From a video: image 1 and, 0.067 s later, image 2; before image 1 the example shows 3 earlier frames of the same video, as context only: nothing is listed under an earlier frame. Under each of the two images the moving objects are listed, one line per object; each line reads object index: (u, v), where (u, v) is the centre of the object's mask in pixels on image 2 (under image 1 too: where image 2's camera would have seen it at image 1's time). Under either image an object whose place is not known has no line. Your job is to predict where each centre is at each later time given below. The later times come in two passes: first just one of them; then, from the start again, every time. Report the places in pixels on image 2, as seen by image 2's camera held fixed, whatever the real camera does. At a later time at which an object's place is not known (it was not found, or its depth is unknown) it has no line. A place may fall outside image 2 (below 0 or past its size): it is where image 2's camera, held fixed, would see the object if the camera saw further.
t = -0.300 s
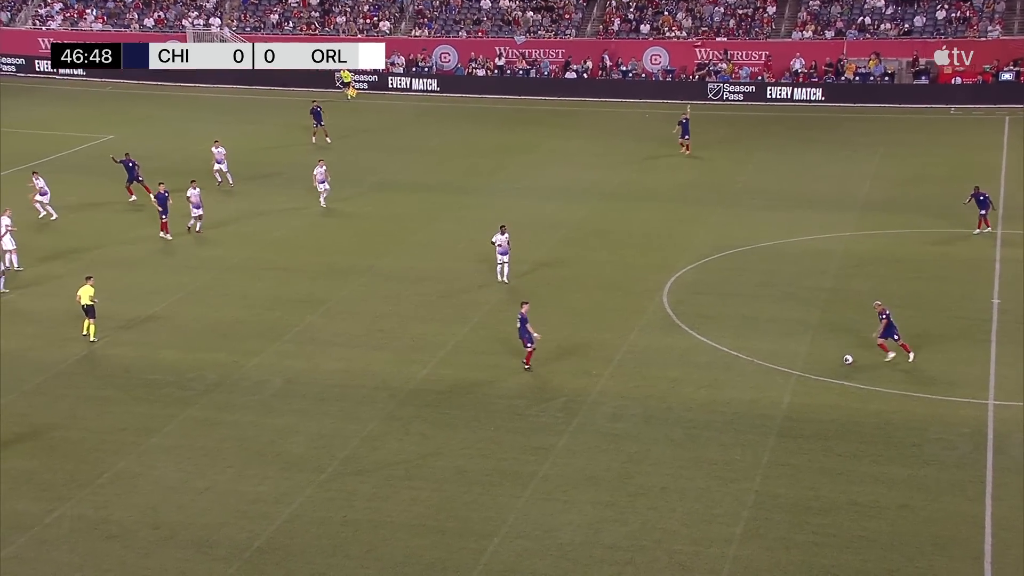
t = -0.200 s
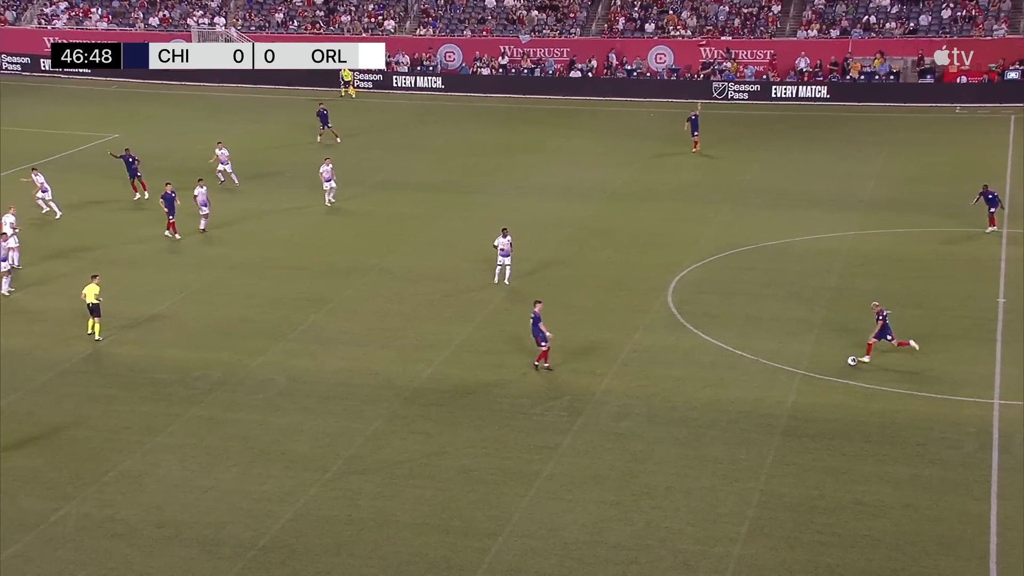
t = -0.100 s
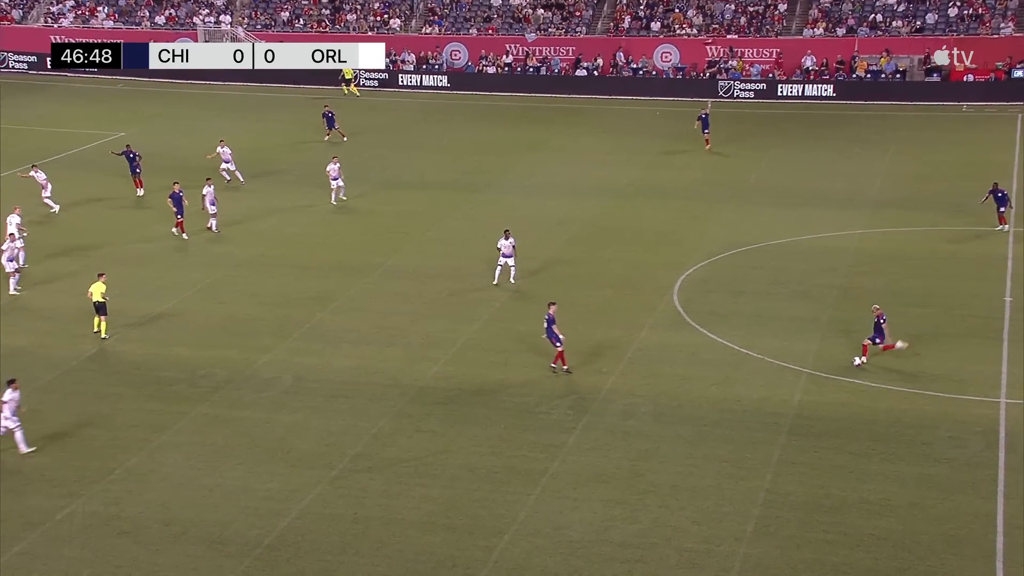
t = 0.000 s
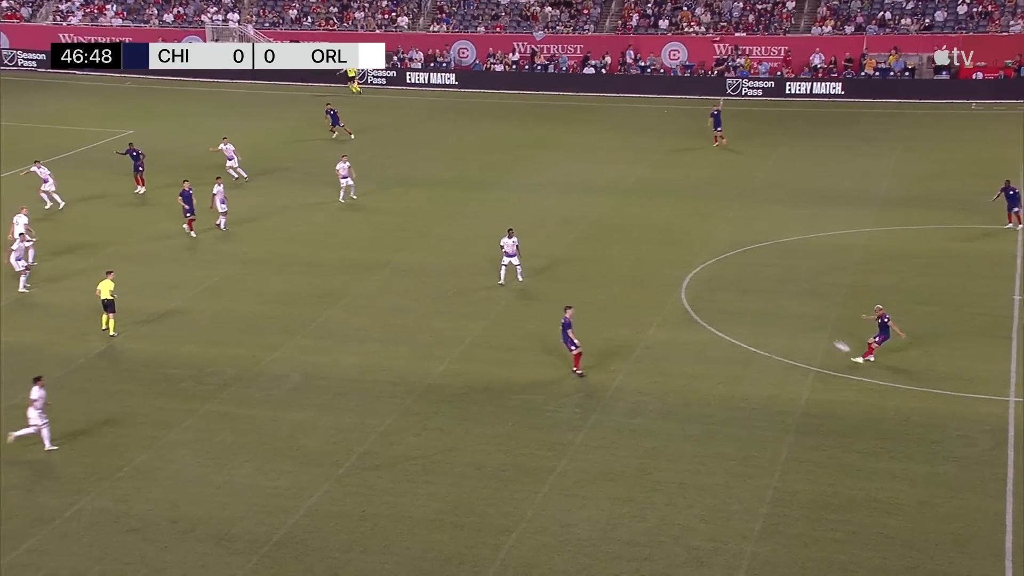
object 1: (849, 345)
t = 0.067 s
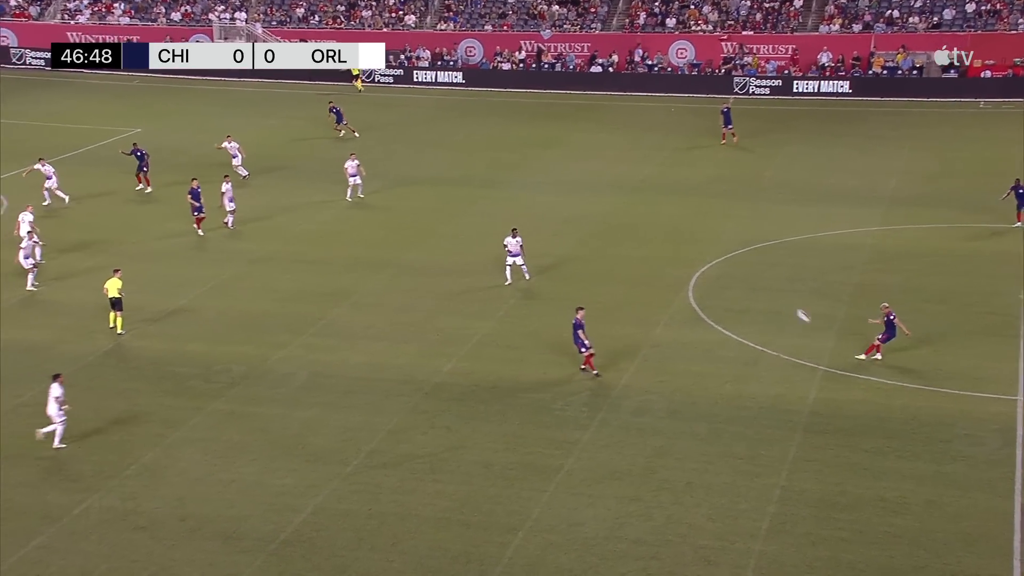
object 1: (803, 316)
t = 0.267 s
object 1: (683, 240)
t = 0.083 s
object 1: (792, 309)
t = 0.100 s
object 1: (781, 302)
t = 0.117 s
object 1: (770, 295)
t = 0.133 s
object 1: (760, 289)
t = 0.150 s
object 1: (750, 282)
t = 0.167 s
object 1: (740, 276)
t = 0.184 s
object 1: (730, 270)
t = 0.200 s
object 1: (720, 264)
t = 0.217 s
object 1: (711, 258)
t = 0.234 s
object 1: (702, 251)
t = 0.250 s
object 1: (692, 245)
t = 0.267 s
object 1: (683, 240)
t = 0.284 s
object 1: (674, 234)
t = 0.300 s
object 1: (665, 229)
